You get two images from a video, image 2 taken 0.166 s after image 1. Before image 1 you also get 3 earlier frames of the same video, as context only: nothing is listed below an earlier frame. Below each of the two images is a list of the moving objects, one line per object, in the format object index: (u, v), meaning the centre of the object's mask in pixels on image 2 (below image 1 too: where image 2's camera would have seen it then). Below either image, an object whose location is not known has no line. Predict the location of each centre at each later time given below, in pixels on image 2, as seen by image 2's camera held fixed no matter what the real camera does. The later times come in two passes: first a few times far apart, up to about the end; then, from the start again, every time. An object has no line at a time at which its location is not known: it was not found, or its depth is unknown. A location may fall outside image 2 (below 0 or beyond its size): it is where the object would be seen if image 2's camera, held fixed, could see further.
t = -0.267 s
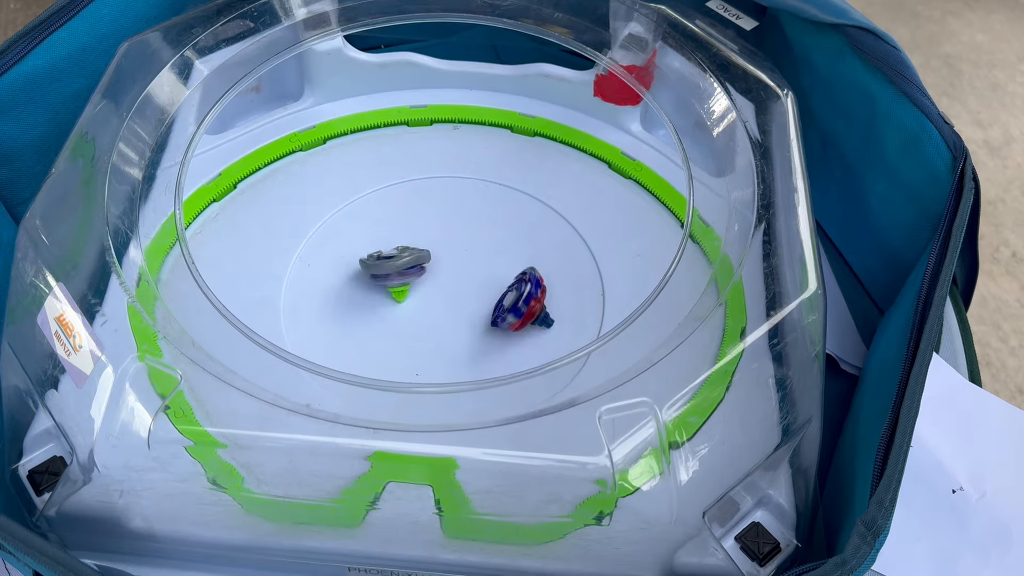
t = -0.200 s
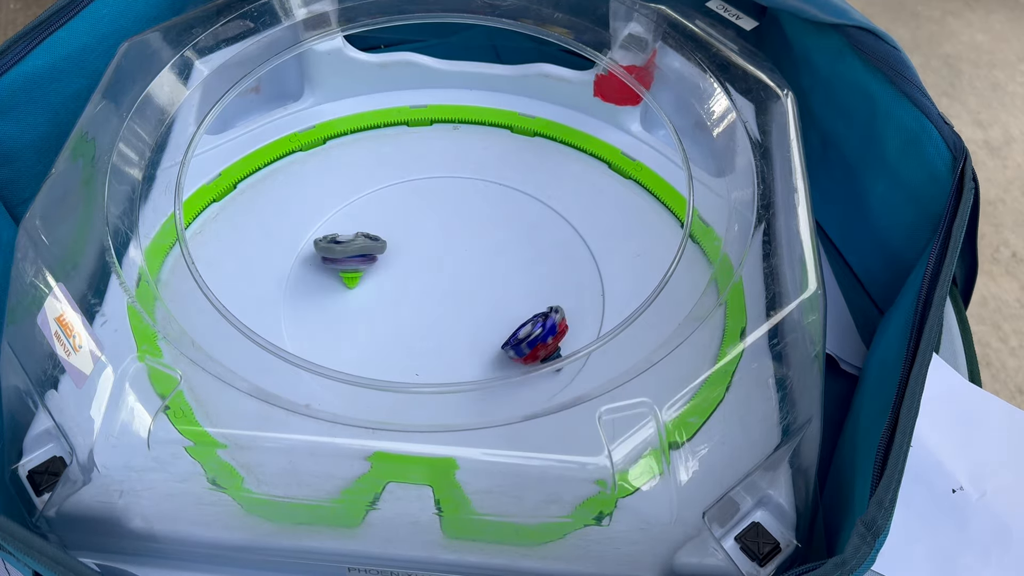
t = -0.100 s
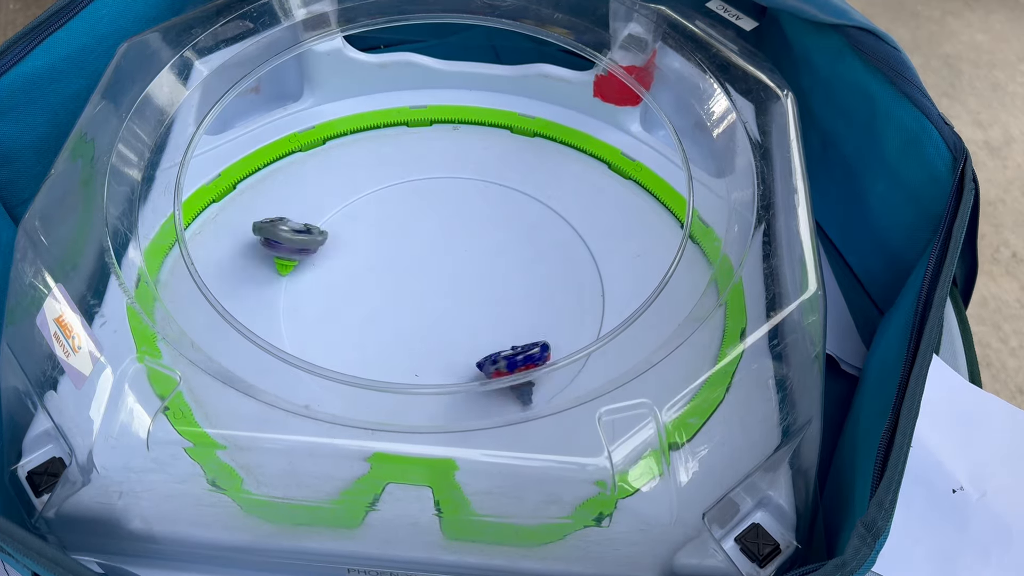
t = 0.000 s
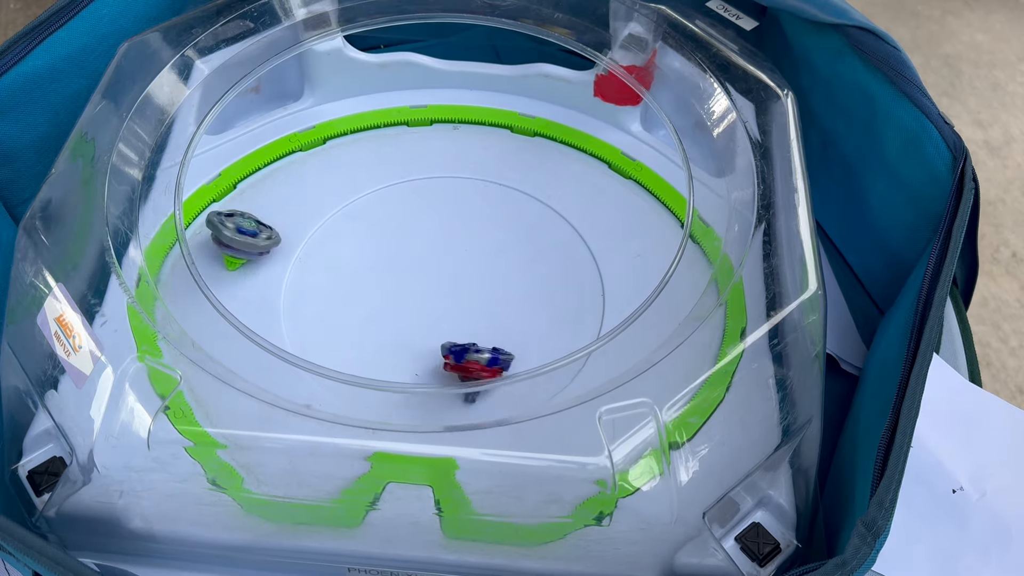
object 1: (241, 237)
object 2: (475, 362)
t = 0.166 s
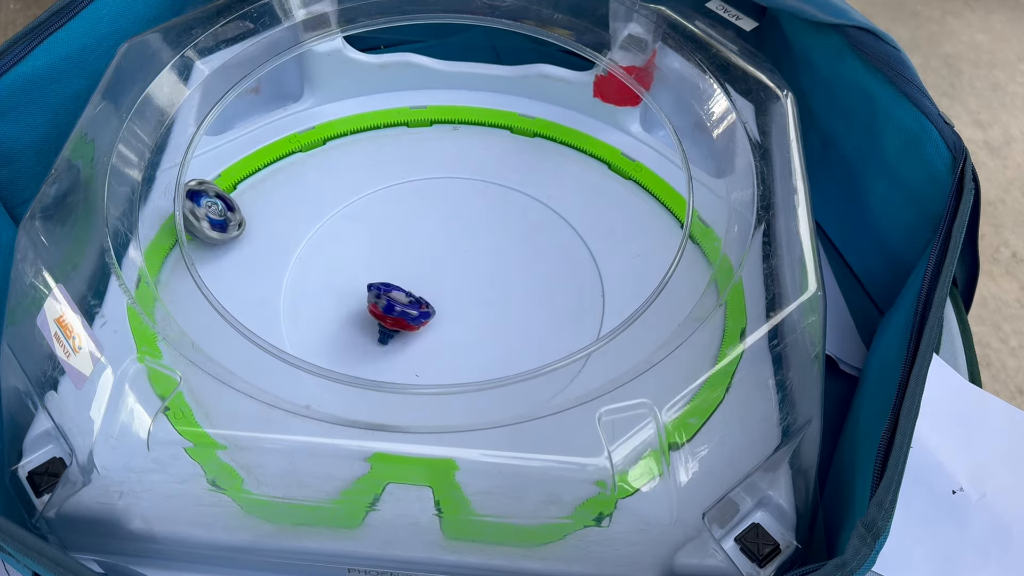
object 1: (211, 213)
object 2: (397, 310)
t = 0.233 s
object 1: (224, 210)
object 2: (365, 286)
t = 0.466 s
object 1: (278, 177)
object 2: (330, 231)
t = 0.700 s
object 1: (374, 201)
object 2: (411, 254)
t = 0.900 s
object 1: (412, 261)
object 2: (520, 302)
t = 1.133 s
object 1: (406, 302)
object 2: (565, 327)
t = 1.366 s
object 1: (419, 288)
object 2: (537, 305)
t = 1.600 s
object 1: (441, 274)
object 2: (510, 322)
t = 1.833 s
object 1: (458, 270)
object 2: (513, 319)
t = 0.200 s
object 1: (214, 213)
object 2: (380, 295)
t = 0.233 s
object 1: (224, 210)
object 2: (365, 286)
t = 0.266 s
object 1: (233, 207)
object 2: (350, 269)
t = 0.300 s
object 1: (242, 203)
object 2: (338, 256)
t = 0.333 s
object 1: (251, 199)
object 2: (328, 237)
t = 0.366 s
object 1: (260, 197)
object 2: (317, 230)
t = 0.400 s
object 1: (261, 189)
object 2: (319, 219)
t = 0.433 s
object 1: (267, 183)
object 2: (324, 222)
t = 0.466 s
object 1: (278, 177)
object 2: (330, 231)
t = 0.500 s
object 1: (291, 171)
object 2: (340, 231)
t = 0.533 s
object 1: (304, 171)
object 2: (352, 232)
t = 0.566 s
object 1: (319, 174)
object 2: (362, 235)
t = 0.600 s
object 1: (334, 177)
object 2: (373, 242)
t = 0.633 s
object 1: (347, 180)
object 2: (384, 247)
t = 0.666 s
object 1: (360, 189)
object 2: (397, 251)
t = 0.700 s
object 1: (374, 201)
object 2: (411, 254)
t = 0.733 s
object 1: (386, 212)
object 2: (427, 258)
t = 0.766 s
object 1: (393, 220)
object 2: (446, 264)
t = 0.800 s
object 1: (400, 230)
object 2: (467, 275)
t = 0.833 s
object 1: (405, 240)
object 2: (486, 285)
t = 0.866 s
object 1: (409, 249)
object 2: (504, 292)
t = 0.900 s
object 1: (412, 261)
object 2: (520, 302)
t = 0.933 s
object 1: (414, 271)
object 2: (532, 309)
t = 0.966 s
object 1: (414, 277)
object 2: (544, 313)
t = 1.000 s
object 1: (413, 287)
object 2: (552, 319)
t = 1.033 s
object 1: (412, 294)
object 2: (556, 324)
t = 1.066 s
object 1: (410, 295)
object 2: (559, 326)
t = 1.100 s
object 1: (408, 300)
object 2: (563, 327)
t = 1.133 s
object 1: (406, 302)
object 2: (565, 327)
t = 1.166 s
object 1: (407, 299)
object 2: (563, 327)
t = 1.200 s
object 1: (408, 299)
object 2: (562, 325)
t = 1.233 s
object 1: (409, 298)
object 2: (560, 321)
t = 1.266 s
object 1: (411, 295)
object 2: (554, 316)
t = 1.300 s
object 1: (414, 294)
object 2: (547, 310)
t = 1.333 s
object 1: (416, 291)
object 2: (542, 307)
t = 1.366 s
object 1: (419, 288)
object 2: (537, 305)
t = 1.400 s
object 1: (424, 286)
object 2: (533, 305)
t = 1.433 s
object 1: (426, 282)
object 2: (531, 308)
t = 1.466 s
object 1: (428, 280)
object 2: (526, 311)
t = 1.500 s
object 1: (432, 280)
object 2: (521, 314)
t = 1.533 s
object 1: (435, 274)
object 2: (516, 318)
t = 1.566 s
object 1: (437, 273)
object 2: (513, 321)
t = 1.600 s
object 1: (441, 274)
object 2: (510, 322)
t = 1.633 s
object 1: (445, 269)
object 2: (508, 323)
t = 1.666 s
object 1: (447, 269)
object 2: (507, 323)
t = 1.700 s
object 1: (450, 271)
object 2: (507, 322)
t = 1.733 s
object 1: (453, 268)
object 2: (508, 322)
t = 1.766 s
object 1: (455, 270)
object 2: (509, 321)
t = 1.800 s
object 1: (457, 272)
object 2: (511, 321)
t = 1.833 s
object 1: (458, 270)
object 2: (513, 319)
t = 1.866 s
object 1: (460, 275)
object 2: (513, 317)
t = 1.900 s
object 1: (460, 277)
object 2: (512, 315)
